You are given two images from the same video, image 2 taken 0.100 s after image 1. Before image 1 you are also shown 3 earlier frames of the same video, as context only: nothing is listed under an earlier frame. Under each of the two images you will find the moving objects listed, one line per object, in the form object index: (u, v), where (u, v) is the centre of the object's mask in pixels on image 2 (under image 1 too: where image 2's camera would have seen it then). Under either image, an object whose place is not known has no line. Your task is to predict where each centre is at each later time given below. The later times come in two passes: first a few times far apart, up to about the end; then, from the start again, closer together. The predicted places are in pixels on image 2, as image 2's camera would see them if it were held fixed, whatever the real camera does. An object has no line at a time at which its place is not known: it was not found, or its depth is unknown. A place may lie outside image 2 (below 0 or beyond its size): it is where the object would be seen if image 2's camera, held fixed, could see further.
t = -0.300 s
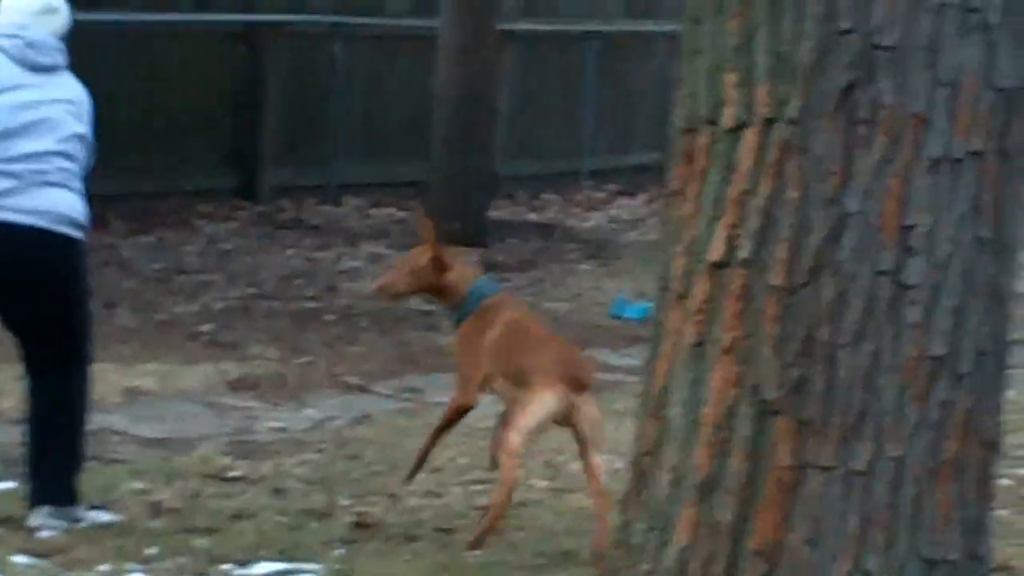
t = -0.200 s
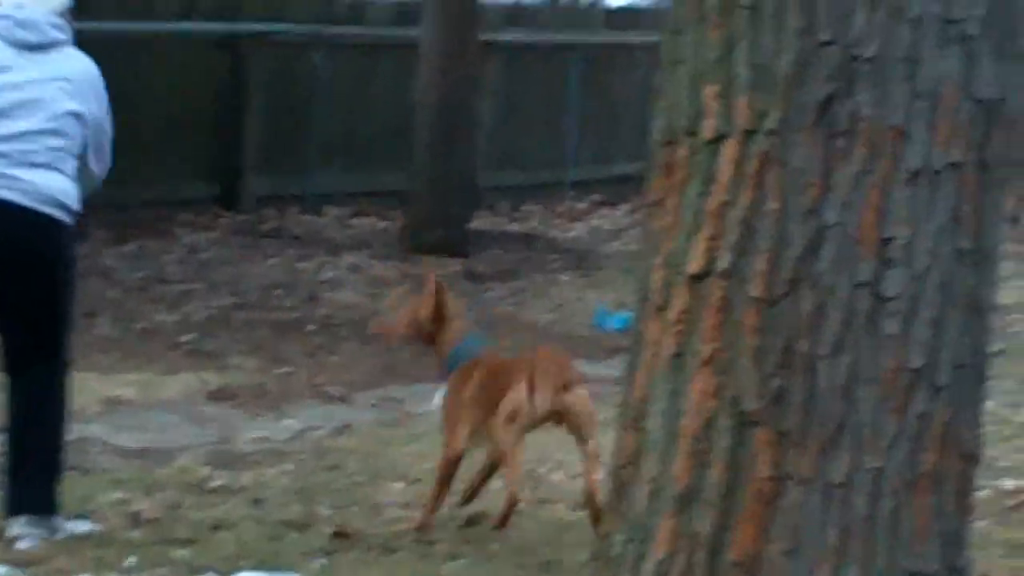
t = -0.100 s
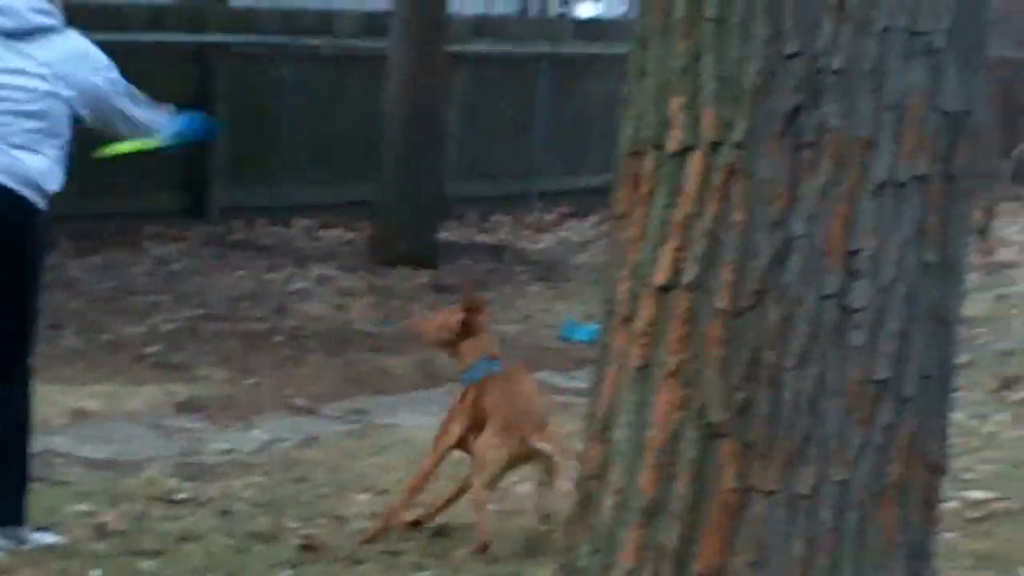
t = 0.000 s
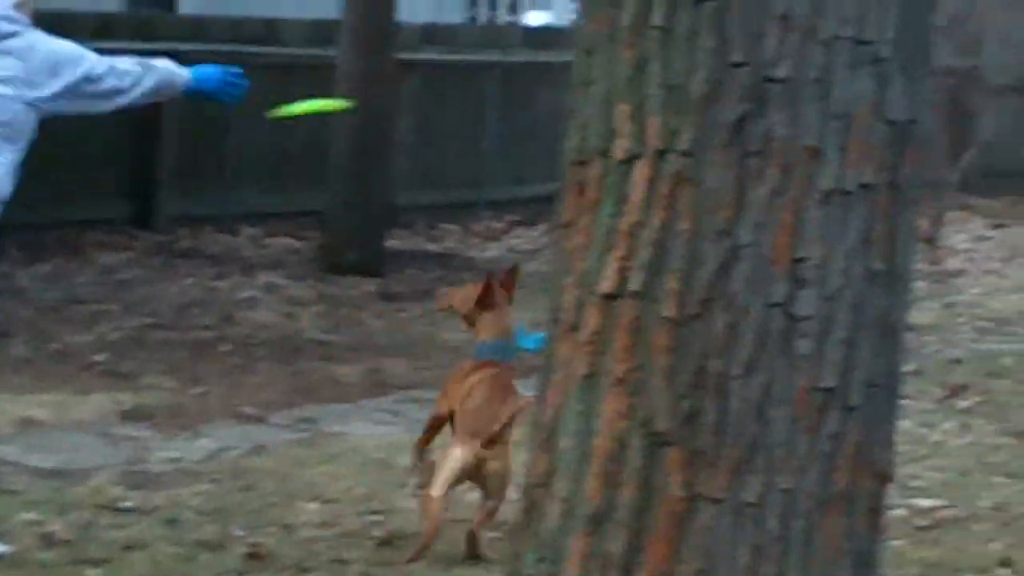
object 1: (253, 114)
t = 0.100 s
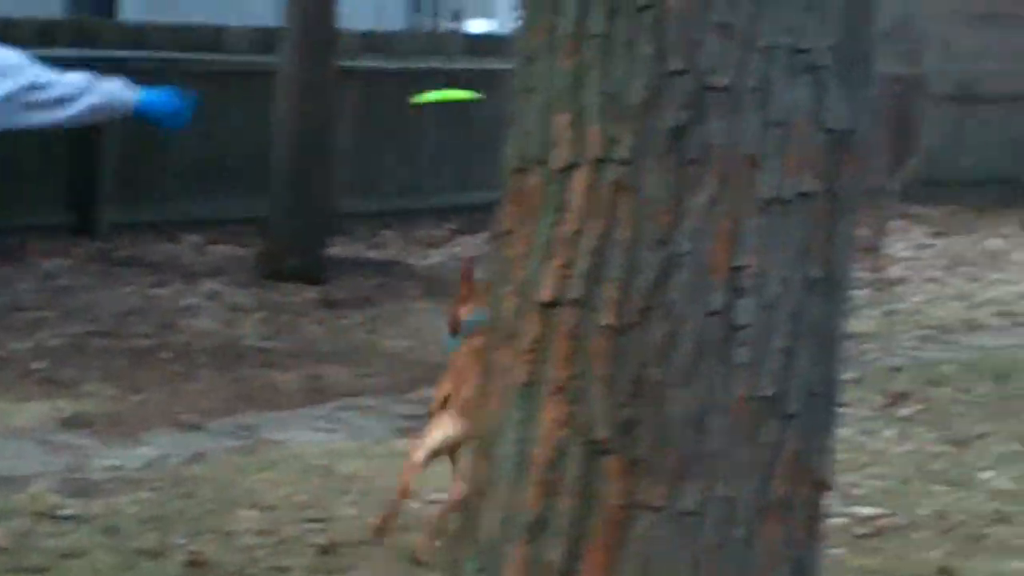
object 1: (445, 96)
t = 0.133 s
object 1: (491, 93)
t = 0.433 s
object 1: (921, 95)
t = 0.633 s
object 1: (1140, 105)
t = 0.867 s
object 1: (1352, 146)
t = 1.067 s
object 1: (1522, 189)
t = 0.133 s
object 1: (491, 93)
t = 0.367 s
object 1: (842, 91)
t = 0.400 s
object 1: (881, 94)
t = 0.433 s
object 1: (921, 95)
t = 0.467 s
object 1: (959, 96)
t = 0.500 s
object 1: (994, 96)
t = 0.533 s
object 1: (1033, 98)
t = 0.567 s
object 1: (1070, 100)
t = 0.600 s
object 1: (1104, 102)
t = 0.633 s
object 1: (1140, 105)
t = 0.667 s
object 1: (1174, 109)
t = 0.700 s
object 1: (1206, 114)
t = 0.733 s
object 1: (1239, 120)
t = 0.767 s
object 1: (1271, 126)
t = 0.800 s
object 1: (1301, 132)
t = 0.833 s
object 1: (1325, 138)
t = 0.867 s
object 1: (1352, 146)
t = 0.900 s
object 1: (1383, 154)
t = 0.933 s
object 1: (1411, 161)
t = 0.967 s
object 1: (1440, 168)
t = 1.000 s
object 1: (1468, 174)
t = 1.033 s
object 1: (1495, 182)
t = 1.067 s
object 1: (1522, 189)
